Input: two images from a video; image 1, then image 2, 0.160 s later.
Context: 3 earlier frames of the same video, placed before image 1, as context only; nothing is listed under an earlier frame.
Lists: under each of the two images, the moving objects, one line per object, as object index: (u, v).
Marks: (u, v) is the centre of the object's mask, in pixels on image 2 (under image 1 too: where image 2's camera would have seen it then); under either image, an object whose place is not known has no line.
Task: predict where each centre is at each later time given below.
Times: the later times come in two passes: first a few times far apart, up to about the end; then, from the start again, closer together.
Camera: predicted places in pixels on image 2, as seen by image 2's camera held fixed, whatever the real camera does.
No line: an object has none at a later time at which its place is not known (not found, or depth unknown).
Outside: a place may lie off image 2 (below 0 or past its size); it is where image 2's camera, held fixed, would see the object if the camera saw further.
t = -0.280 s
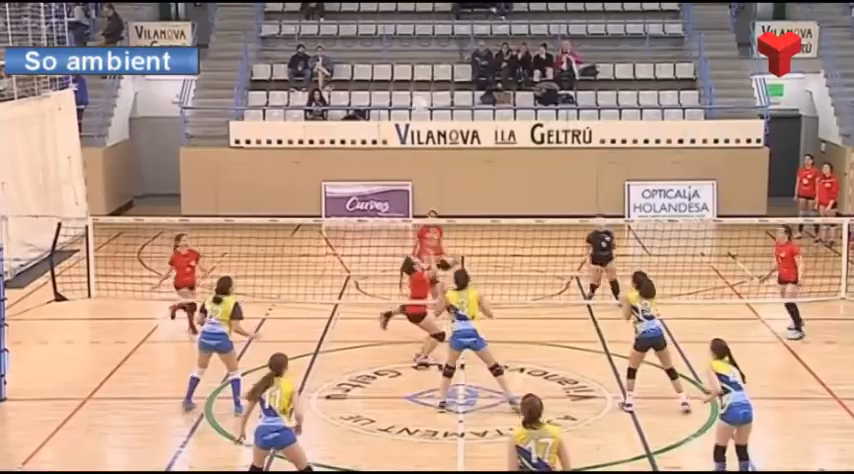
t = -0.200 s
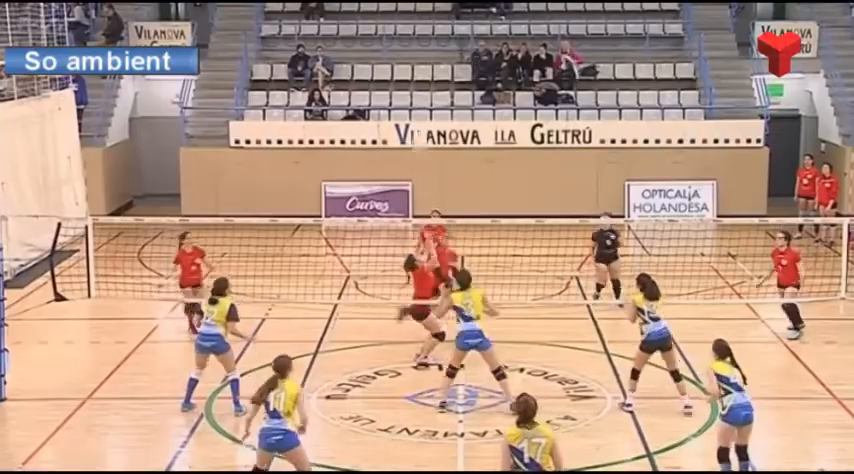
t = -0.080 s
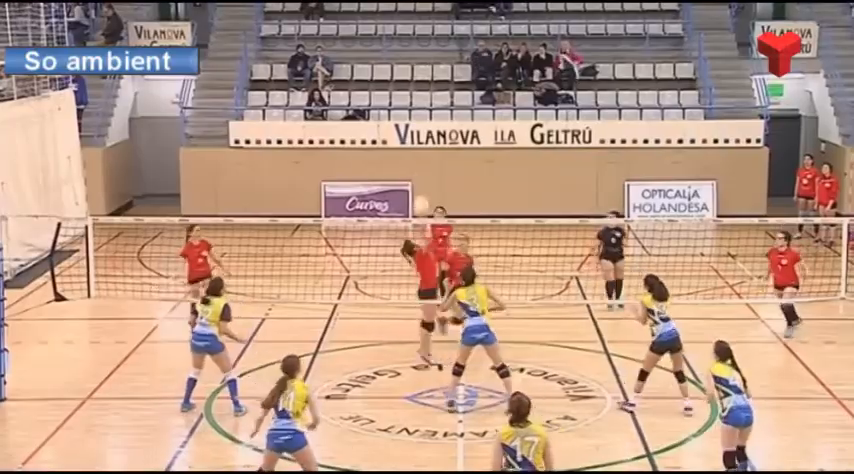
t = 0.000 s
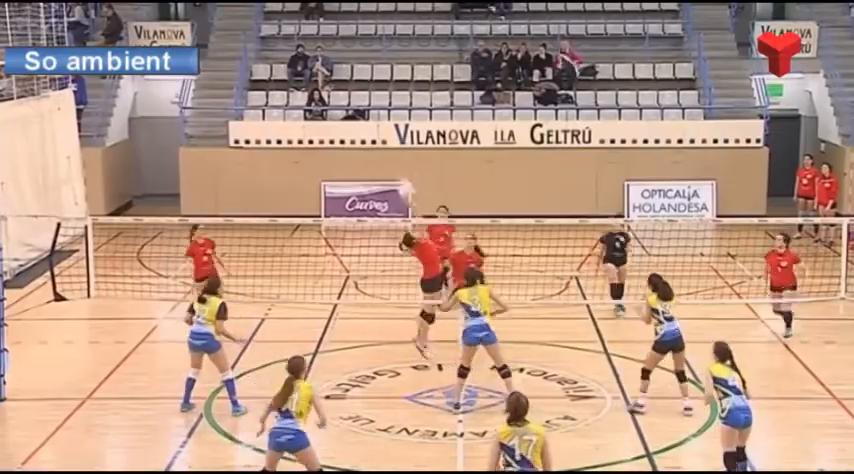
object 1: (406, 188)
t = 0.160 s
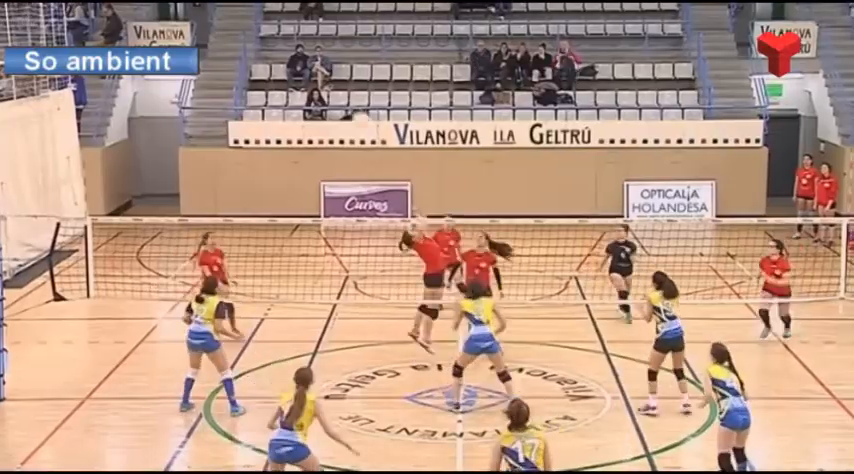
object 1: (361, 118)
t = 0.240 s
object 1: (339, 90)
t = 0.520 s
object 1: (267, 37)
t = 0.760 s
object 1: (207, 35)
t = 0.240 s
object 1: (339, 90)
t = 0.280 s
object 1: (328, 81)
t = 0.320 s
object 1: (318, 71)
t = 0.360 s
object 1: (308, 62)
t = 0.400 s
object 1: (297, 54)
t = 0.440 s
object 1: (286, 47)
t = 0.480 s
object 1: (277, 41)
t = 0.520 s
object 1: (267, 37)
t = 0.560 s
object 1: (257, 33)
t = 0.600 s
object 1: (247, 31)
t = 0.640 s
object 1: (237, 30)
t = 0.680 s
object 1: (226, 30)
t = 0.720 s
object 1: (217, 32)
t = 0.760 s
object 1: (207, 35)
